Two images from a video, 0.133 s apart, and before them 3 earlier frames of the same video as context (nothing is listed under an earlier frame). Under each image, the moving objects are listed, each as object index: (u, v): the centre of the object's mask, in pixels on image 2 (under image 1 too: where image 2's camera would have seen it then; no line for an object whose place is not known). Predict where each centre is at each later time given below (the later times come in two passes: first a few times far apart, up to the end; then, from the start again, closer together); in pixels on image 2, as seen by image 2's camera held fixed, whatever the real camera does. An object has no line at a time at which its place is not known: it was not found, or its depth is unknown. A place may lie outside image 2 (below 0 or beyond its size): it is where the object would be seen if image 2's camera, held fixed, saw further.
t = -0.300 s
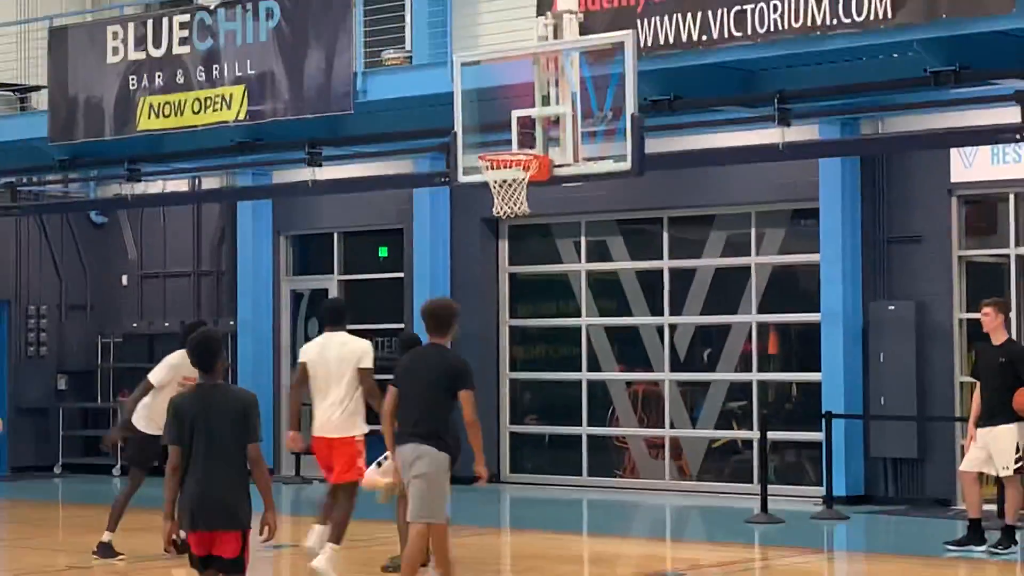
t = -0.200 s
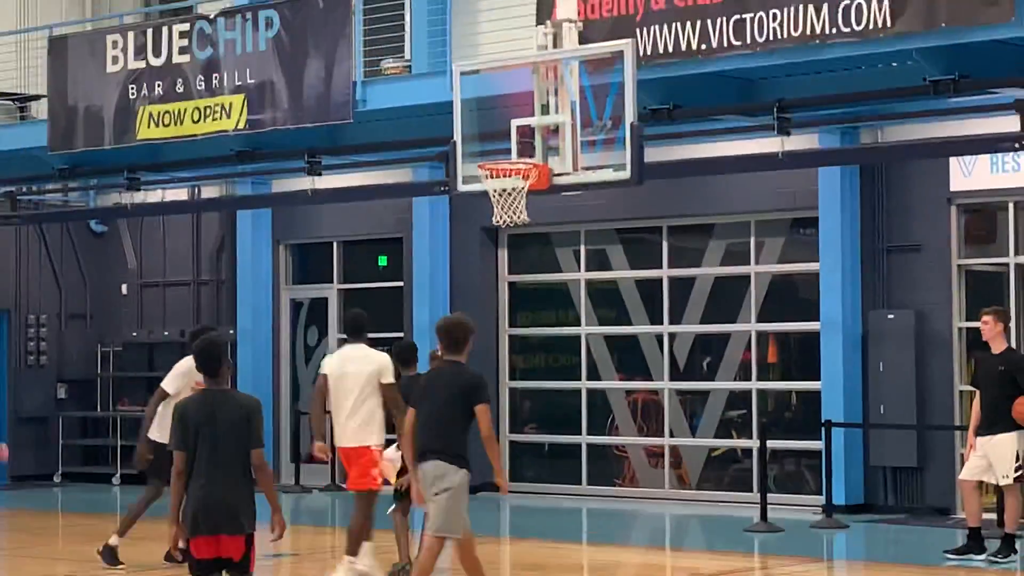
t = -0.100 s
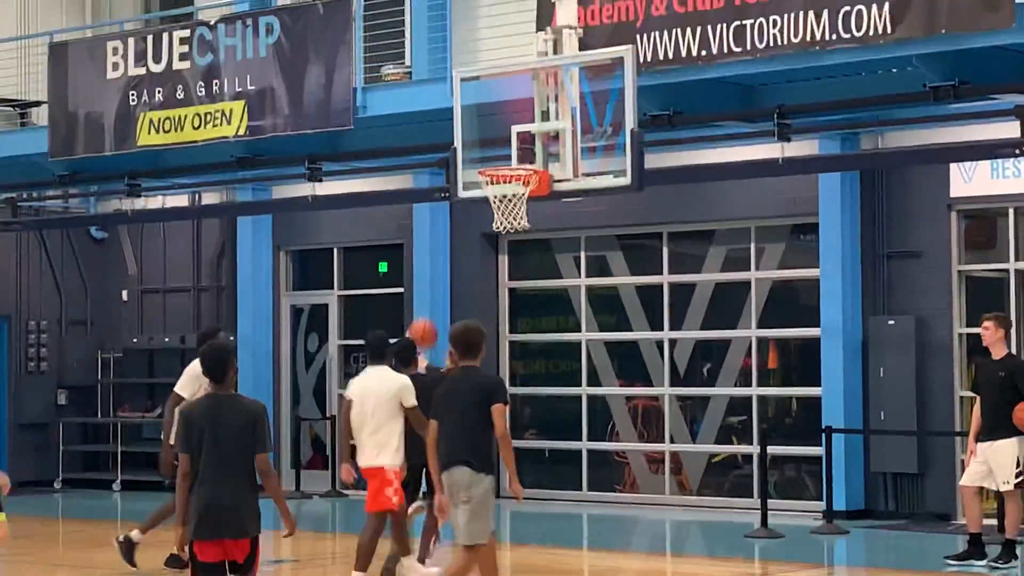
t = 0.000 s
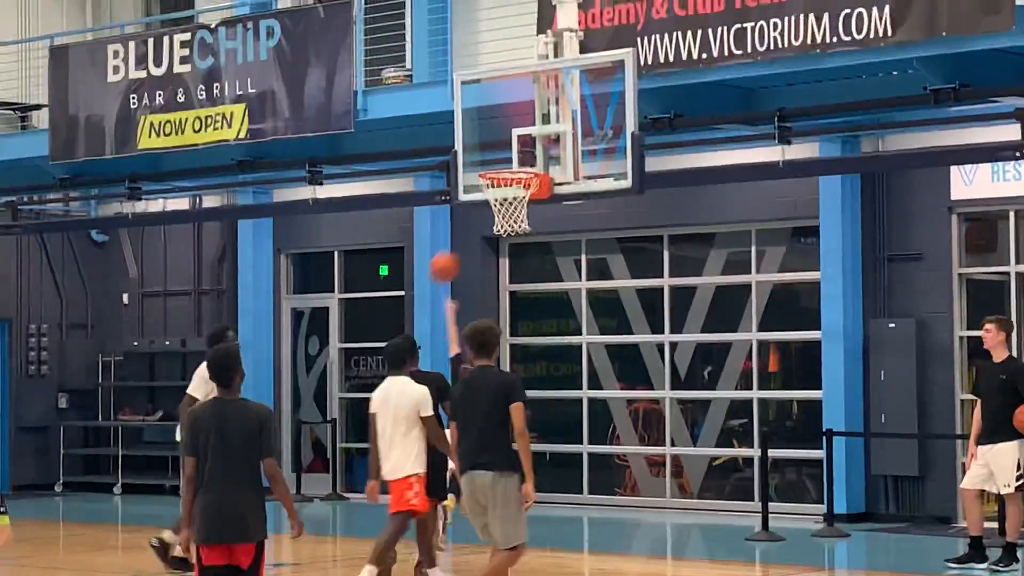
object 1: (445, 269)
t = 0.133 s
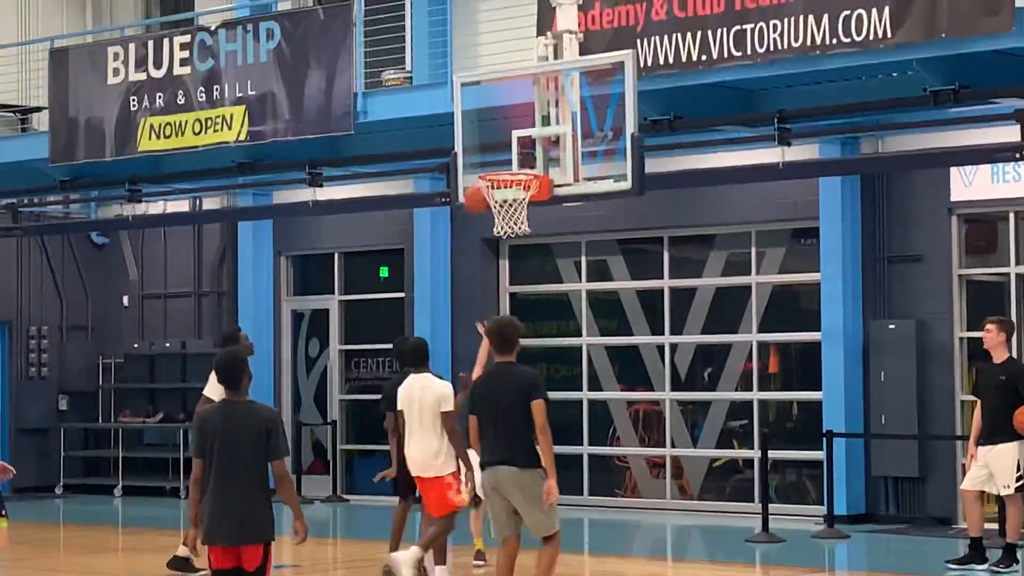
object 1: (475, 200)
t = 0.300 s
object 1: (511, 151)
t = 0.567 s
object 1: (512, 157)
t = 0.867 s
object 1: (499, 165)
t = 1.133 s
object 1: (524, 191)
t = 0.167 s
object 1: (479, 181)
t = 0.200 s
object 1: (495, 164)
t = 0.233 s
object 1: (504, 158)
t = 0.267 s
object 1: (508, 153)
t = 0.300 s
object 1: (511, 151)
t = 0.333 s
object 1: (512, 150)
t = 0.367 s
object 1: (514, 150)
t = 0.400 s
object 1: (517, 151)
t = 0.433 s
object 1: (518, 154)
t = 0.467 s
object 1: (520, 158)
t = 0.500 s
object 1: (520, 161)
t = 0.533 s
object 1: (516, 159)
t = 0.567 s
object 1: (512, 157)
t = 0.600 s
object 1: (507, 157)
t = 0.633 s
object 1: (502, 157)
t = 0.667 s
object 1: (497, 158)
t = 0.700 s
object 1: (492, 161)
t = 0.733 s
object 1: (490, 163)
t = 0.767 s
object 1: (492, 162)
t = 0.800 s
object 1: (494, 162)
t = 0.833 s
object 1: (497, 163)
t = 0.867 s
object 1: (499, 165)
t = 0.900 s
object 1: (502, 165)
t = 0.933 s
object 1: (507, 166)
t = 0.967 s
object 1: (512, 167)
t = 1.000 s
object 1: (515, 178)
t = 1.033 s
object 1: (519, 182)
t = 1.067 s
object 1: (522, 185)
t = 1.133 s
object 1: (524, 191)
